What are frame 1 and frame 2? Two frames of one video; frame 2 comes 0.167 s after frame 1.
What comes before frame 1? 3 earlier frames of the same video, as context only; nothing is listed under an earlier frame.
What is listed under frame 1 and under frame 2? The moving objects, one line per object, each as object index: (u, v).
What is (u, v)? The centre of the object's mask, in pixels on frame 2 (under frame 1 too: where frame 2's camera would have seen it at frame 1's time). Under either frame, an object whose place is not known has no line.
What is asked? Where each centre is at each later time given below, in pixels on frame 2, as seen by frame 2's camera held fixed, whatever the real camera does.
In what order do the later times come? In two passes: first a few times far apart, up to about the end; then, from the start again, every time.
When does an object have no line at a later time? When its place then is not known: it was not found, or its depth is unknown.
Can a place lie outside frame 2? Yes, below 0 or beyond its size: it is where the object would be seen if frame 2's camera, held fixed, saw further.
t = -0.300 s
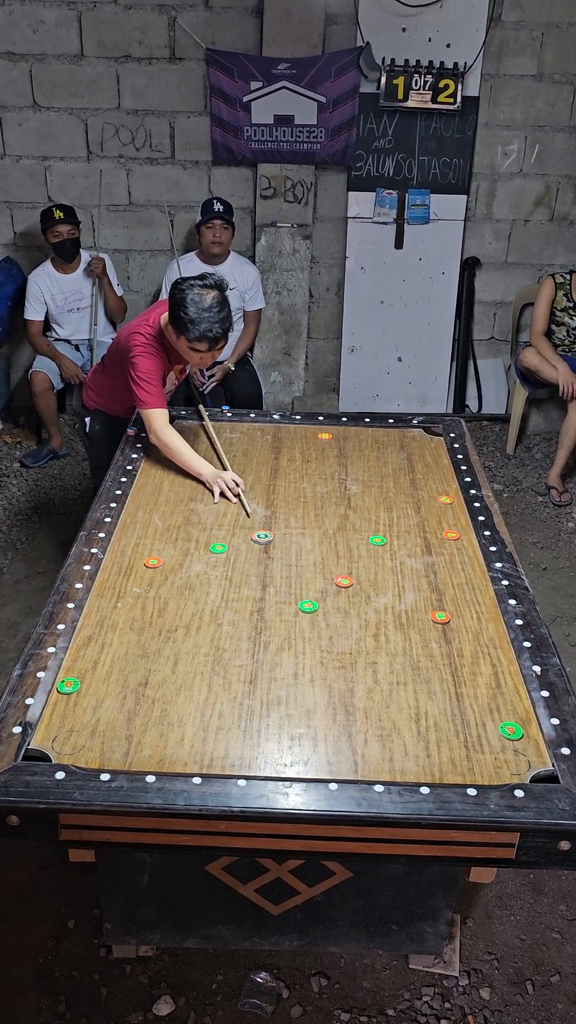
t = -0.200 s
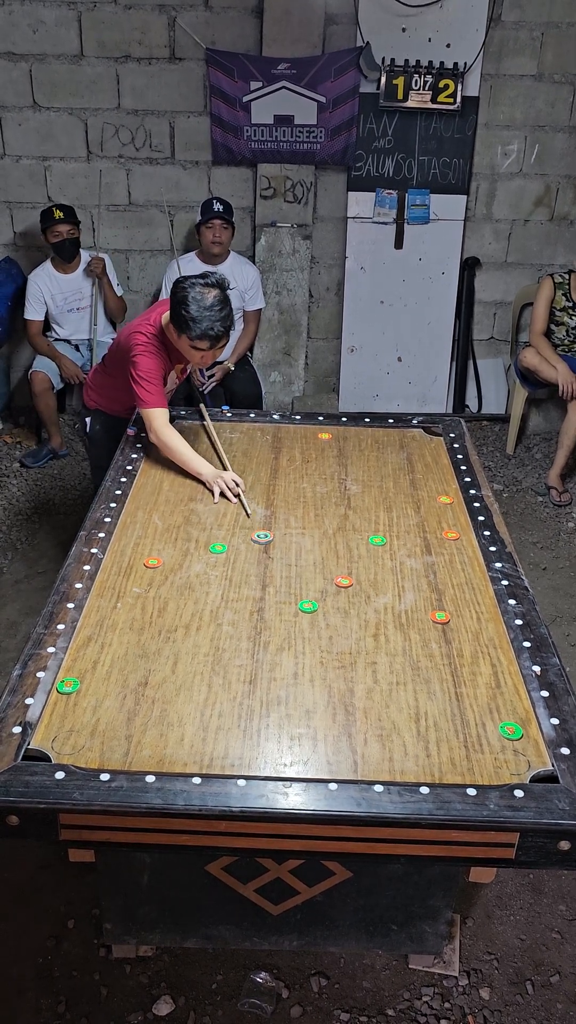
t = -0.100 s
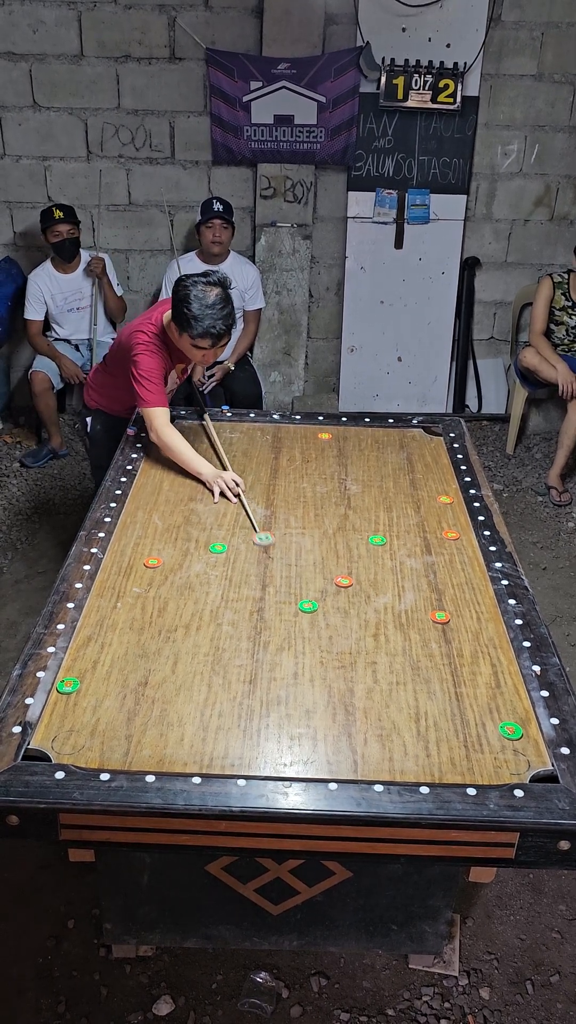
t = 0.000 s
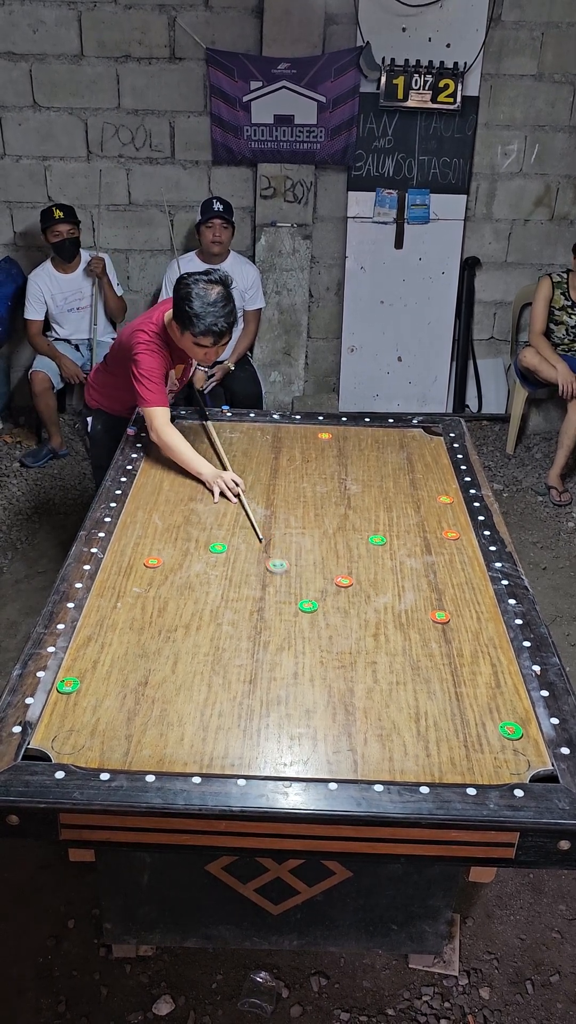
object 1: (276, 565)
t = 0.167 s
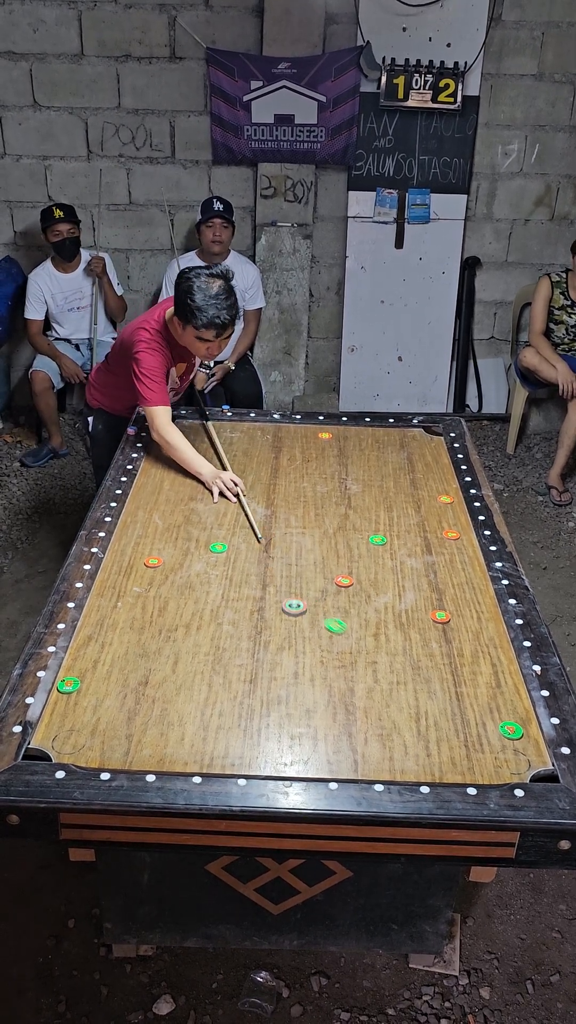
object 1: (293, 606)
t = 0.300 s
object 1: (294, 628)
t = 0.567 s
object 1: (298, 664)
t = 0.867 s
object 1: (302, 685)
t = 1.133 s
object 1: (305, 688)
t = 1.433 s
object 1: (305, 688)
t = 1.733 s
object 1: (305, 688)
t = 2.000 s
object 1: (305, 688)
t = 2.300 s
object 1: (305, 688)
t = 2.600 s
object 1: (305, 688)
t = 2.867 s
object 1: (305, 688)
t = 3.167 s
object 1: (305, 688)
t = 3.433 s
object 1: (305, 688)
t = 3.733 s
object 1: (305, 688)
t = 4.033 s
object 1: (305, 688)
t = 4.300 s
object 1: (305, 688)
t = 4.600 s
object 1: (305, 688)
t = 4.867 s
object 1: (305, 688)
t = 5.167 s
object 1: (305, 688)
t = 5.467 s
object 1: (305, 688)
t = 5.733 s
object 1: (305, 688)
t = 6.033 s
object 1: (305, 688)
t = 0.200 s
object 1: (293, 612)
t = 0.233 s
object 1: (293, 618)
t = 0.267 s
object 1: (294, 623)
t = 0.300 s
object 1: (294, 628)
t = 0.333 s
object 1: (295, 634)
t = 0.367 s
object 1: (295, 639)
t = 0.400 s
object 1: (296, 644)
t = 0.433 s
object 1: (296, 648)
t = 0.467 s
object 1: (296, 652)
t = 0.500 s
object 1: (297, 656)
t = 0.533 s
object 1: (298, 660)
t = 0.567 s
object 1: (298, 664)
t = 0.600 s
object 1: (298, 668)
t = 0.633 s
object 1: (299, 671)
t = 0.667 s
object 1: (300, 674)
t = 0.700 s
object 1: (300, 676)
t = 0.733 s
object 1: (300, 679)
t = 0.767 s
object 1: (301, 681)
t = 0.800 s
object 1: (301, 682)
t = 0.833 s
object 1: (301, 683)
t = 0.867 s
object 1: (302, 685)
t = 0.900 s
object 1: (302, 686)
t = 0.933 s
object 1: (303, 687)
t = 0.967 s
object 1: (303, 687)
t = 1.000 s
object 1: (303, 688)
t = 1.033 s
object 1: (304, 688)
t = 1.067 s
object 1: (305, 688)
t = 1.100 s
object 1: (305, 688)
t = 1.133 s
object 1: (305, 688)
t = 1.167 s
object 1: (305, 688)
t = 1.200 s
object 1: (305, 688)
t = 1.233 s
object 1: (305, 688)
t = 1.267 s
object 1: (305, 688)
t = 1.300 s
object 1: (305, 688)
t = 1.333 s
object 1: (305, 688)
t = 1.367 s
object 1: (305, 688)
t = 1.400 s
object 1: (305, 688)
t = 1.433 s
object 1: (305, 688)
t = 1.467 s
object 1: (305, 688)
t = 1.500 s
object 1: (305, 688)
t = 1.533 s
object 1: (305, 688)
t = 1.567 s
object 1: (305, 688)
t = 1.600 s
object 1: (305, 688)
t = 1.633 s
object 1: (305, 688)
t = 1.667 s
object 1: (305, 688)
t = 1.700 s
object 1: (305, 688)
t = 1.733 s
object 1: (305, 688)
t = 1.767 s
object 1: (305, 688)
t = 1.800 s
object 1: (305, 688)
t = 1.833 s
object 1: (305, 688)
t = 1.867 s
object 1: (305, 688)
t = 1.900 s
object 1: (305, 688)
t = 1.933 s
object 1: (305, 688)
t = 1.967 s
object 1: (305, 688)
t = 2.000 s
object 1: (305, 688)
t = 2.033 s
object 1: (305, 688)
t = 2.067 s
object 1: (305, 688)
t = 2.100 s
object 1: (305, 688)
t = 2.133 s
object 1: (305, 688)
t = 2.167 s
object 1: (305, 688)
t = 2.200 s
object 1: (305, 688)
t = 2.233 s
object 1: (305, 688)
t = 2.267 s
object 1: (305, 688)
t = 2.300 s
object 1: (305, 688)
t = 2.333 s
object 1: (305, 688)
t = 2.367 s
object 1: (305, 688)
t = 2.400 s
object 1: (305, 688)
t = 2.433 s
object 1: (305, 688)
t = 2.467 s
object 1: (305, 688)
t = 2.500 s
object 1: (305, 688)
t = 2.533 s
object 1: (305, 688)
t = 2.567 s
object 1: (305, 688)
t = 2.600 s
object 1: (305, 688)
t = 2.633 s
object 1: (305, 688)
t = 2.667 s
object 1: (305, 688)
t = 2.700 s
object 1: (305, 688)
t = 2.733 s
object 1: (305, 688)
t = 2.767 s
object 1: (305, 688)
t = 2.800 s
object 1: (305, 688)
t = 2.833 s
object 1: (305, 688)
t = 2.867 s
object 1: (305, 688)
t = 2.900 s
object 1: (305, 688)
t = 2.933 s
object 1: (305, 688)
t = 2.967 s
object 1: (305, 688)
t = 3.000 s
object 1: (305, 688)
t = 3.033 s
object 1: (305, 688)
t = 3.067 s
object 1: (305, 688)
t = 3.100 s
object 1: (305, 688)
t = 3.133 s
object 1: (305, 688)
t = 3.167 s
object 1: (305, 688)
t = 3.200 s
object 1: (305, 688)
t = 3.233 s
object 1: (305, 688)
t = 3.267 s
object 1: (305, 688)
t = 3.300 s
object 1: (305, 688)
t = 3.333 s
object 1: (305, 688)
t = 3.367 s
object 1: (305, 688)
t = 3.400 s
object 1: (305, 688)
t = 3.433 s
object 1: (305, 688)
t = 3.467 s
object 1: (305, 688)
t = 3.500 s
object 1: (305, 688)
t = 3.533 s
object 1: (305, 688)
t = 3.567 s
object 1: (305, 688)
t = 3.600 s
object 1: (305, 688)
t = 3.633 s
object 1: (305, 688)
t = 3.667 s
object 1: (305, 688)
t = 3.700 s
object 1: (305, 688)
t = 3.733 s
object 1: (305, 688)
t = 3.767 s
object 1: (305, 688)
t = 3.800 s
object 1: (305, 688)
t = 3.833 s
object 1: (305, 688)
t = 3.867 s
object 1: (305, 688)
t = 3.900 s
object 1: (305, 688)
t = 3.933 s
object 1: (305, 688)
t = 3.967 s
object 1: (305, 688)
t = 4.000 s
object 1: (305, 688)
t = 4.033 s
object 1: (305, 688)
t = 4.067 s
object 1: (305, 688)
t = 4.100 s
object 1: (305, 688)
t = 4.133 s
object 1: (305, 688)
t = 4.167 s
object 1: (305, 688)
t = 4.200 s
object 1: (305, 688)
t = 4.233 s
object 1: (305, 688)
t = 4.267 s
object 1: (305, 688)
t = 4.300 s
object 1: (305, 688)
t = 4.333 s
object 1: (305, 688)
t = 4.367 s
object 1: (305, 688)
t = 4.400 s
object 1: (305, 688)
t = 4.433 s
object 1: (305, 688)
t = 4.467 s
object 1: (305, 688)
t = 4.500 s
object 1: (305, 688)
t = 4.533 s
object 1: (305, 688)
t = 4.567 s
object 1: (305, 688)
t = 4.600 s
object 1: (305, 688)
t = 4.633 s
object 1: (305, 688)
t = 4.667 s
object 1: (305, 688)
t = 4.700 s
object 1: (305, 688)
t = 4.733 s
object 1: (305, 688)
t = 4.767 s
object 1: (305, 688)
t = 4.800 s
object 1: (305, 688)
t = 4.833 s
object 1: (305, 688)
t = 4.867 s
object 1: (305, 688)
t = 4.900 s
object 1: (305, 688)
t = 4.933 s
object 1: (305, 688)
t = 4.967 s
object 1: (305, 688)
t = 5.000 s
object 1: (305, 688)
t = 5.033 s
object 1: (305, 688)
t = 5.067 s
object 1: (305, 688)
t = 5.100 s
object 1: (305, 688)
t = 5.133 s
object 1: (305, 688)
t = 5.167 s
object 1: (305, 688)
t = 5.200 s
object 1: (305, 688)
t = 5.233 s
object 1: (305, 688)
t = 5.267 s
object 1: (305, 688)
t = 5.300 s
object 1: (305, 688)
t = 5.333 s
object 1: (305, 688)
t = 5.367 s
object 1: (305, 688)
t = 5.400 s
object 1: (305, 688)
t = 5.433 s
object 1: (305, 688)
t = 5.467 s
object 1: (305, 688)
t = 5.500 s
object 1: (305, 688)
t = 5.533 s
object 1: (305, 688)
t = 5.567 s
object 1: (305, 688)
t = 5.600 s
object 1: (305, 688)
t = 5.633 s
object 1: (305, 688)
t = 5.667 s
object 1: (305, 688)
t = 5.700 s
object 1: (305, 688)
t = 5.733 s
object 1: (305, 688)
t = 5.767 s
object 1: (305, 688)
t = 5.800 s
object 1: (305, 688)
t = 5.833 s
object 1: (305, 688)
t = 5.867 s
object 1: (305, 688)
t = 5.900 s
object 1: (305, 688)
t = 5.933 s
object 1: (305, 688)
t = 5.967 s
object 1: (305, 688)
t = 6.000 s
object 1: (305, 688)
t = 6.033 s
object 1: (305, 688)
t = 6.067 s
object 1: (305, 688)
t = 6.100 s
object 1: (305, 688)
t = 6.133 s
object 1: (305, 688)
